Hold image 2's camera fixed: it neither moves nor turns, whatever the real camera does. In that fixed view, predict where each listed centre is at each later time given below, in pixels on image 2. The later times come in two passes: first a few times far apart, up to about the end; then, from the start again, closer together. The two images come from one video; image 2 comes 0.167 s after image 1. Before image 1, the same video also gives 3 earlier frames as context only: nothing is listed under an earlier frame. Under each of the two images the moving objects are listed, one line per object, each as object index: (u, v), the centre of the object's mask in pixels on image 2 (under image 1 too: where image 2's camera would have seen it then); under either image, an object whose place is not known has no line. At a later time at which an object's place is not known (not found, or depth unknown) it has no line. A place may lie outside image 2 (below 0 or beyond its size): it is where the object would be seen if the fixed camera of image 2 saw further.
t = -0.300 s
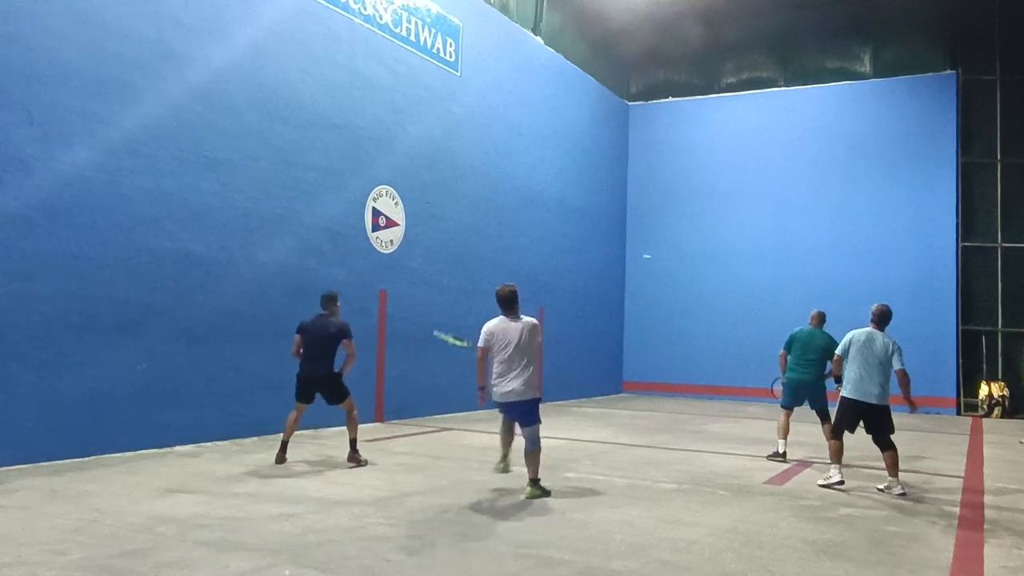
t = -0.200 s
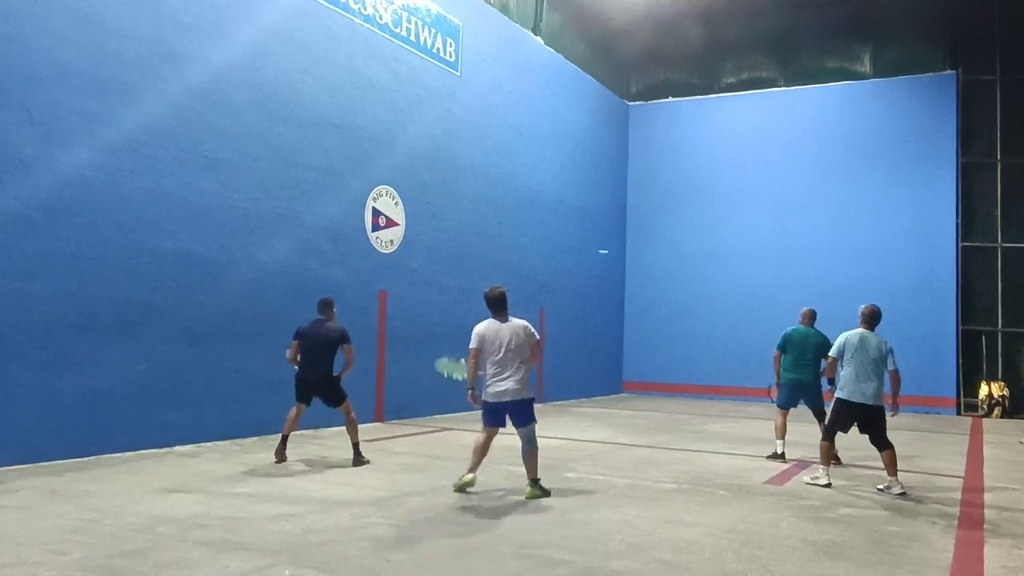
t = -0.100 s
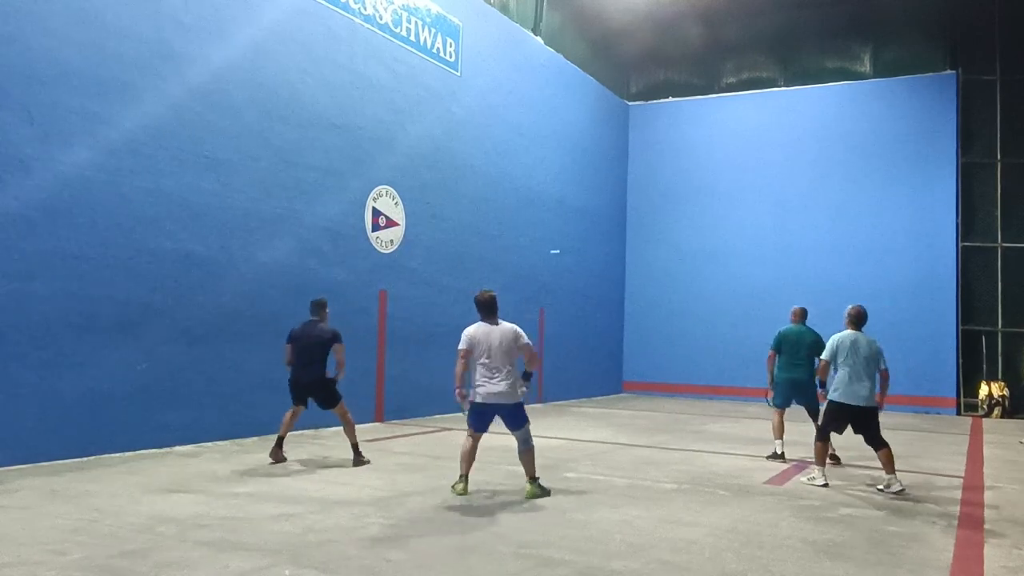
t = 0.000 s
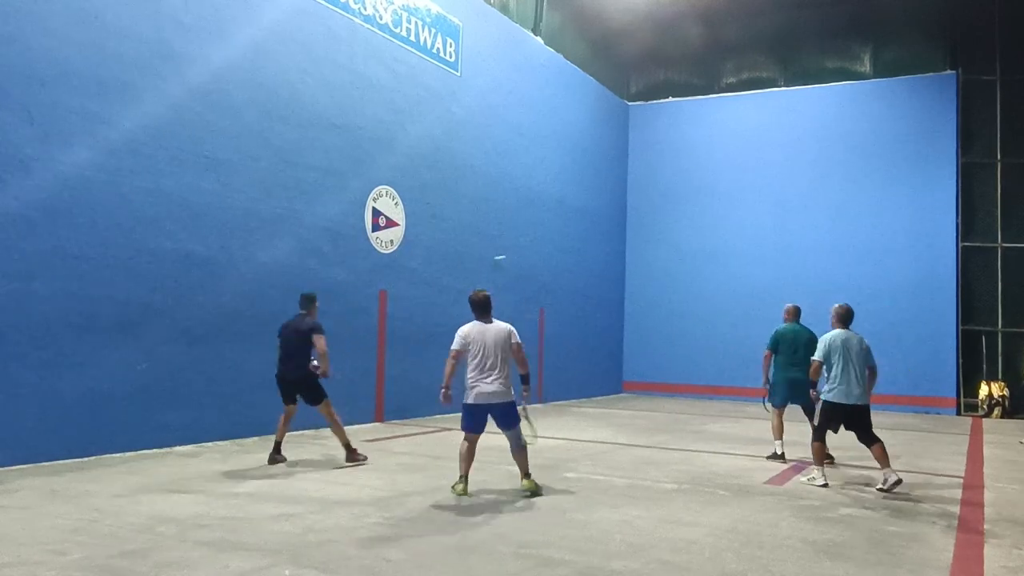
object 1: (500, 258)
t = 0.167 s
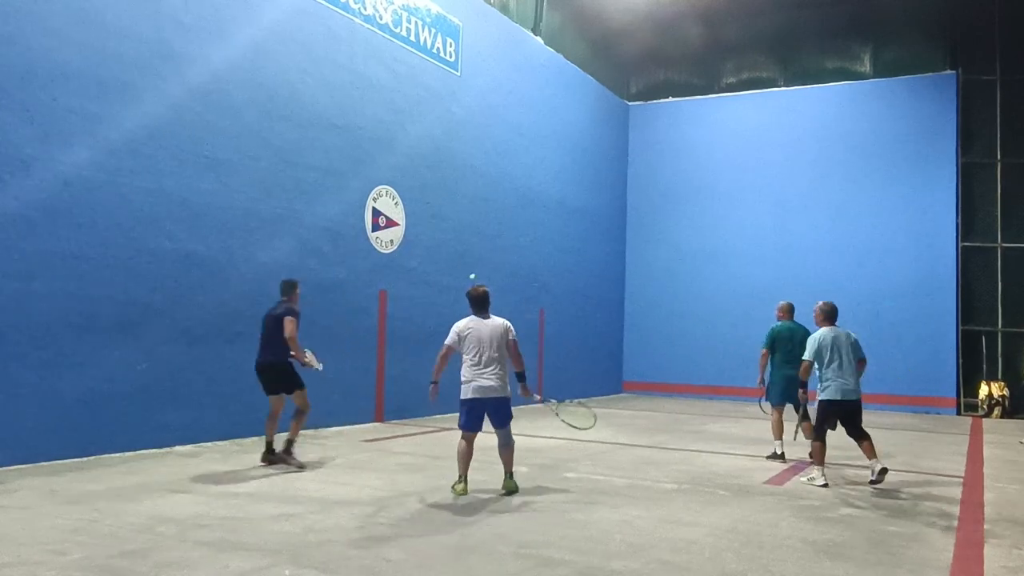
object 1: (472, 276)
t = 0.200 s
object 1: (466, 283)
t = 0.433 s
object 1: (414, 360)
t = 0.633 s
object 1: (366, 415)
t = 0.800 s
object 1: (353, 348)
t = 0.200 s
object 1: (466, 283)
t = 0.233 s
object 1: (460, 290)
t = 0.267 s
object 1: (453, 299)
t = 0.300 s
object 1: (446, 308)
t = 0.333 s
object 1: (439, 319)
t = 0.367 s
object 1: (432, 332)
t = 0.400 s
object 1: (423, 345)
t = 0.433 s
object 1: (414, 360)
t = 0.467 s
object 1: (404, 377)
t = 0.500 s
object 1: (394, 395)
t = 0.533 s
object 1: (384, 416)
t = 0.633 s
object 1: (366, 415)
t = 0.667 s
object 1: (364, 400)
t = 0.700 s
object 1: (361, 386)
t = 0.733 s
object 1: (358, 373)
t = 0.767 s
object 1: (356, 360)
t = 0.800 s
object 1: (353, 348)
